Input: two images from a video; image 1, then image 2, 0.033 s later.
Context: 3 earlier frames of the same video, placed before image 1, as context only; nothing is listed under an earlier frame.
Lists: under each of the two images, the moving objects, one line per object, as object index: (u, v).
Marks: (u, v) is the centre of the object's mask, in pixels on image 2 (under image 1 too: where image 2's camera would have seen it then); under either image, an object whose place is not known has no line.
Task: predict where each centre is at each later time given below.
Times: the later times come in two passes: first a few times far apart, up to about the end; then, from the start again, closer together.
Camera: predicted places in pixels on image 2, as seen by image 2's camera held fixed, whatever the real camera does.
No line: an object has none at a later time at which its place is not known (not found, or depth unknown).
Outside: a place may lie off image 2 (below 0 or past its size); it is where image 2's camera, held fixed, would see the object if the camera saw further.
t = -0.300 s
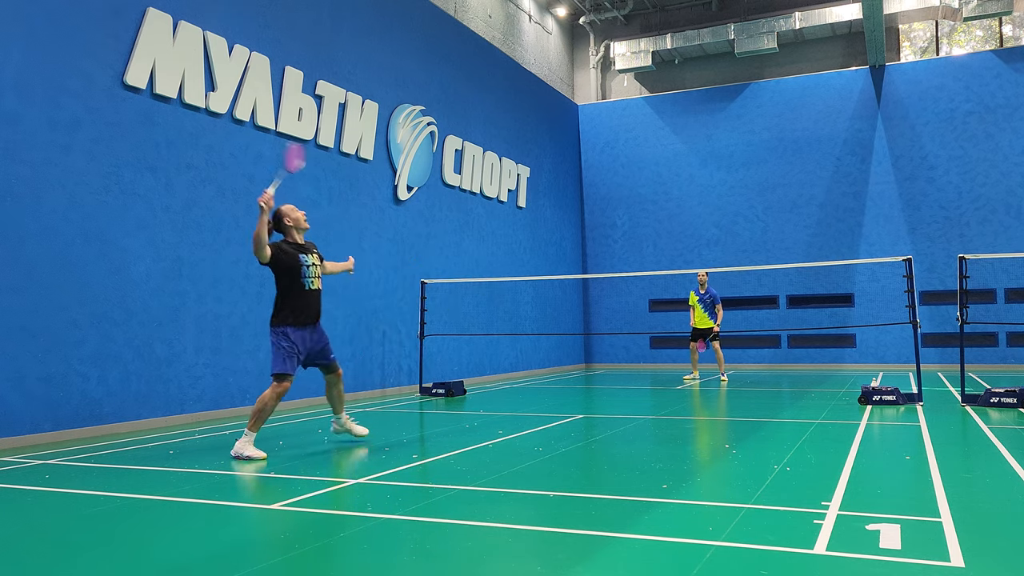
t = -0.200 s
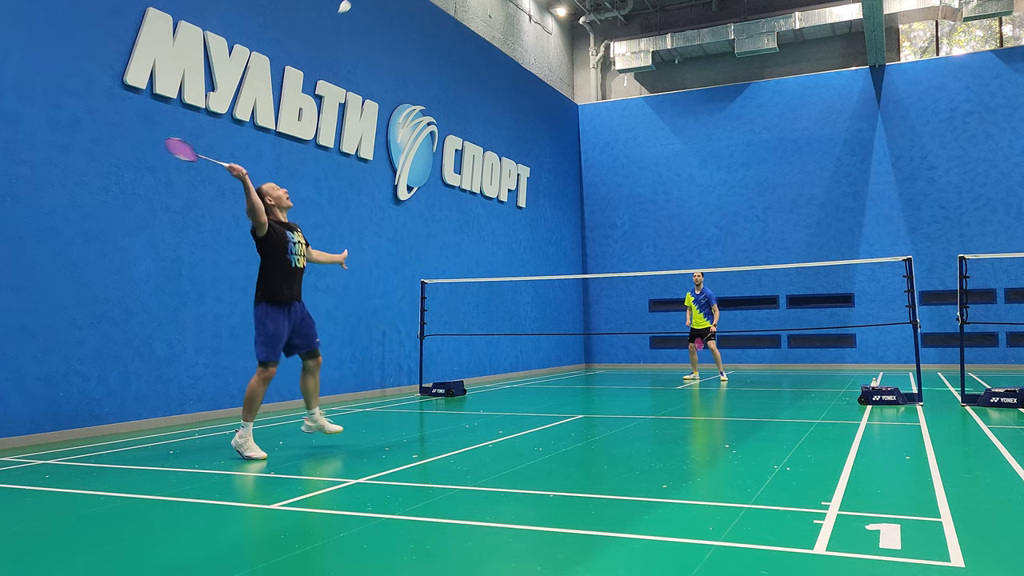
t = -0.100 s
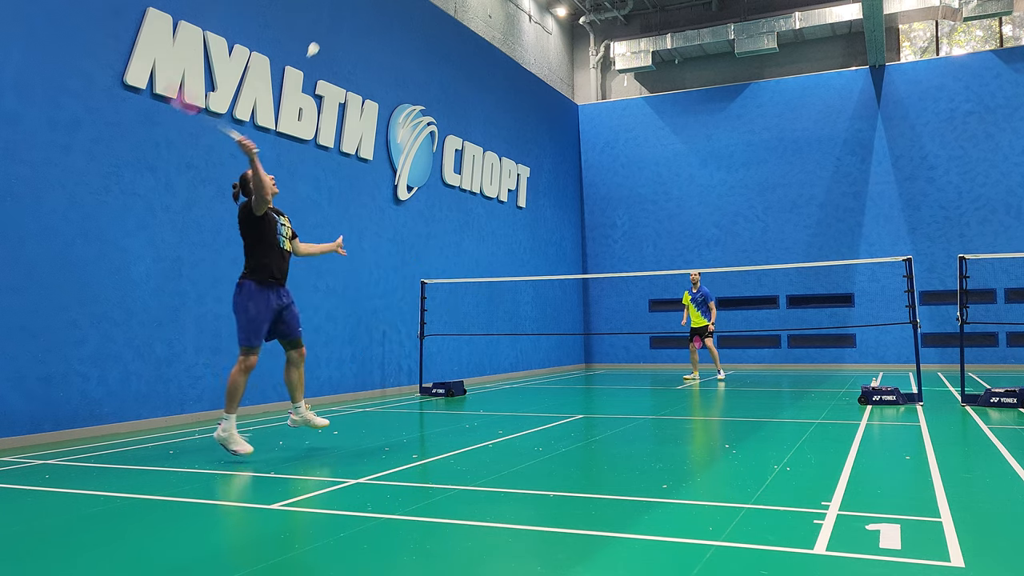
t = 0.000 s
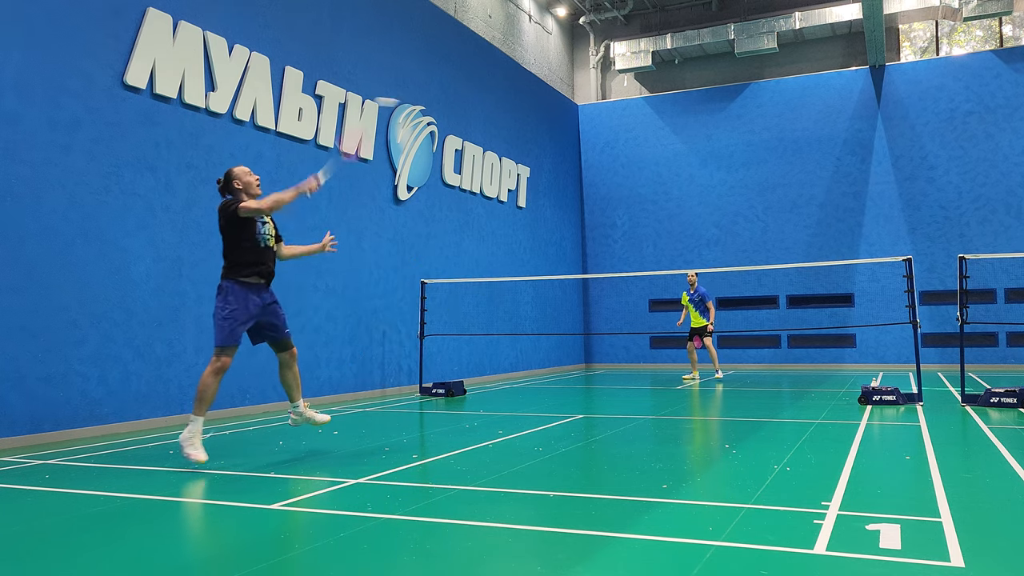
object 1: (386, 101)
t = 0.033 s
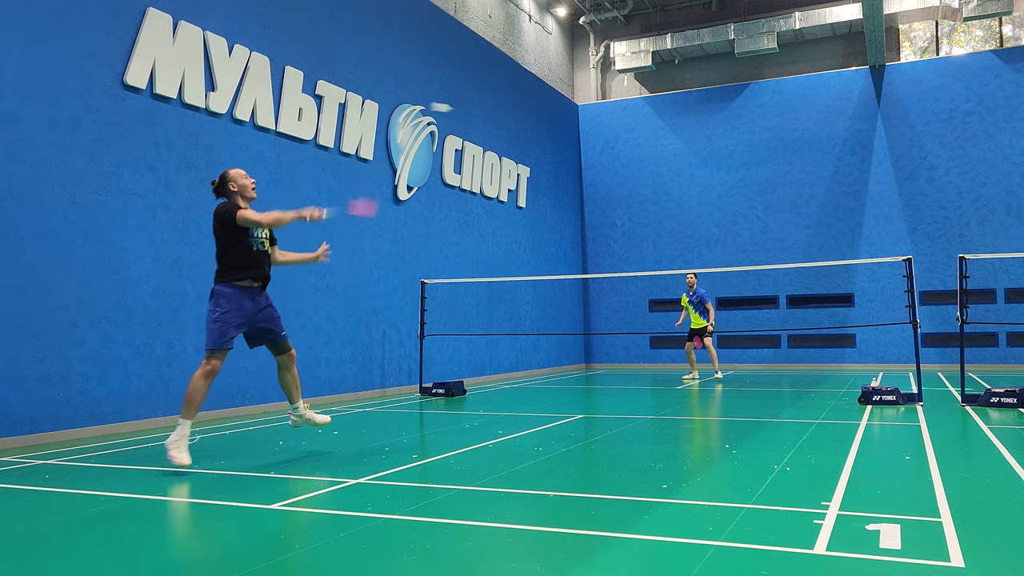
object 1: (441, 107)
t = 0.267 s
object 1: (632, 159)
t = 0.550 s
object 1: (725, 230)
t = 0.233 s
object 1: (616, 151)
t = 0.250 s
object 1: (624, 155)
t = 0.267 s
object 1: (632, 159)
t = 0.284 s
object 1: (640, 163)
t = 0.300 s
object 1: (647, 166)
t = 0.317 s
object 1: (654, 170)
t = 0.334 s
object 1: (661, 175)
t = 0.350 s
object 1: (667, 179)
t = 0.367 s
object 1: (673, 183)
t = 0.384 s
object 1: (679, 186)
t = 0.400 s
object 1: (684, 191)
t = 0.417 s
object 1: (689, 195)
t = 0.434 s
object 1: (695, 199)
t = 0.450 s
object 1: (699, 203)
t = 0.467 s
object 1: (704, 208)
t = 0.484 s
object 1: (709, 212)
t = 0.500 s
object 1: (713, 217)
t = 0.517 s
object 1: (718, 221)
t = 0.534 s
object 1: (722, 226)
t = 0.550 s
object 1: (725, 230)
